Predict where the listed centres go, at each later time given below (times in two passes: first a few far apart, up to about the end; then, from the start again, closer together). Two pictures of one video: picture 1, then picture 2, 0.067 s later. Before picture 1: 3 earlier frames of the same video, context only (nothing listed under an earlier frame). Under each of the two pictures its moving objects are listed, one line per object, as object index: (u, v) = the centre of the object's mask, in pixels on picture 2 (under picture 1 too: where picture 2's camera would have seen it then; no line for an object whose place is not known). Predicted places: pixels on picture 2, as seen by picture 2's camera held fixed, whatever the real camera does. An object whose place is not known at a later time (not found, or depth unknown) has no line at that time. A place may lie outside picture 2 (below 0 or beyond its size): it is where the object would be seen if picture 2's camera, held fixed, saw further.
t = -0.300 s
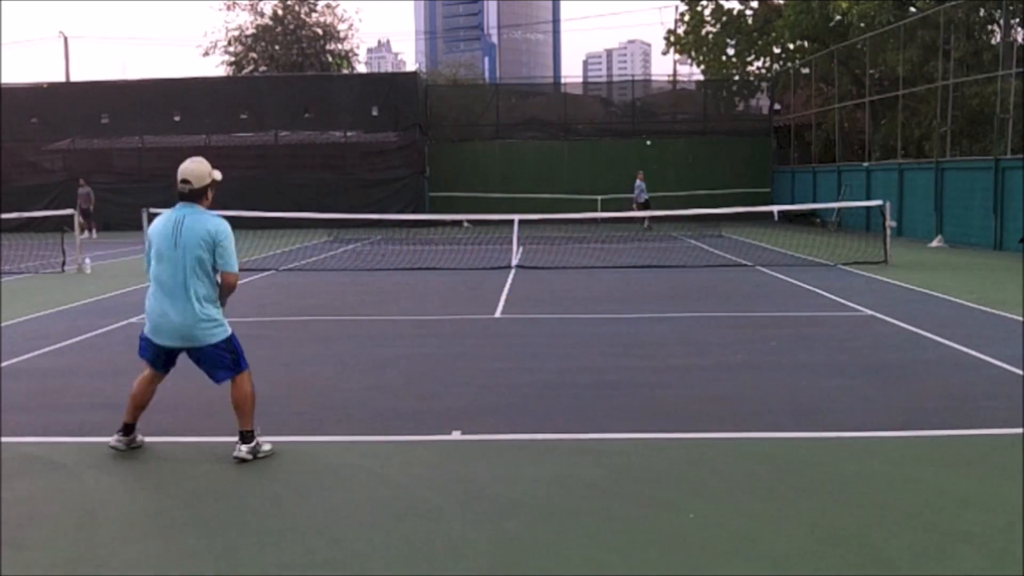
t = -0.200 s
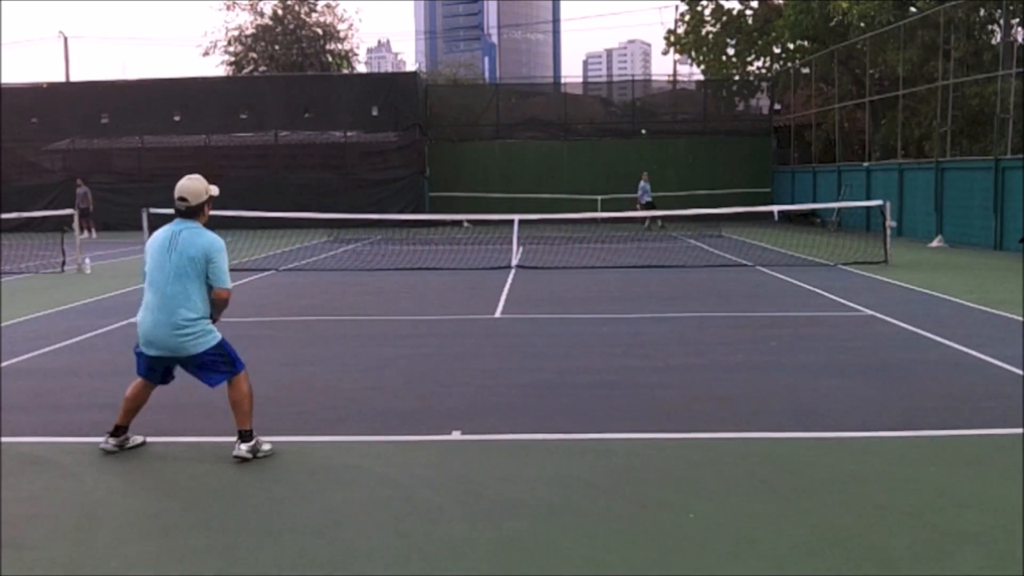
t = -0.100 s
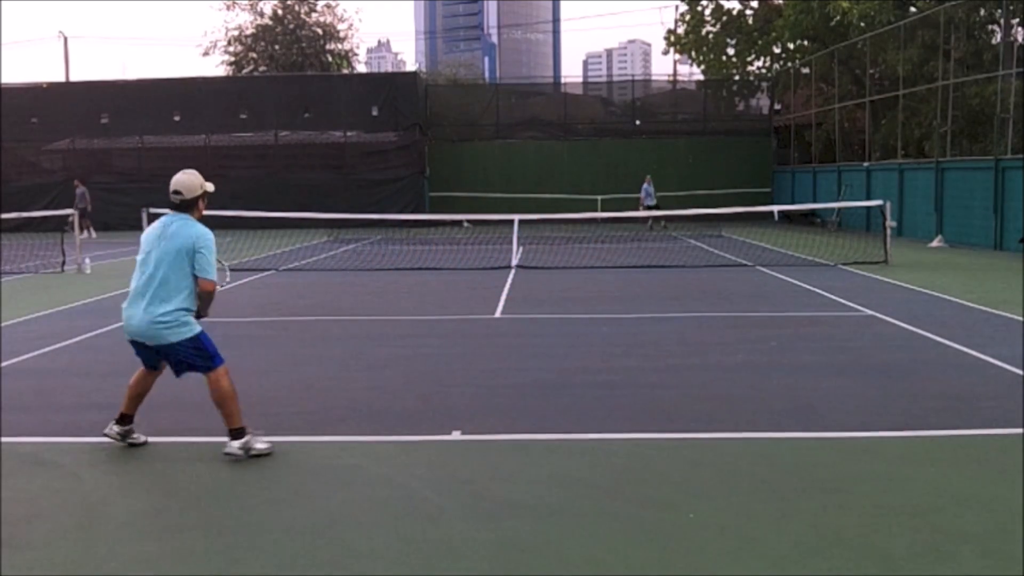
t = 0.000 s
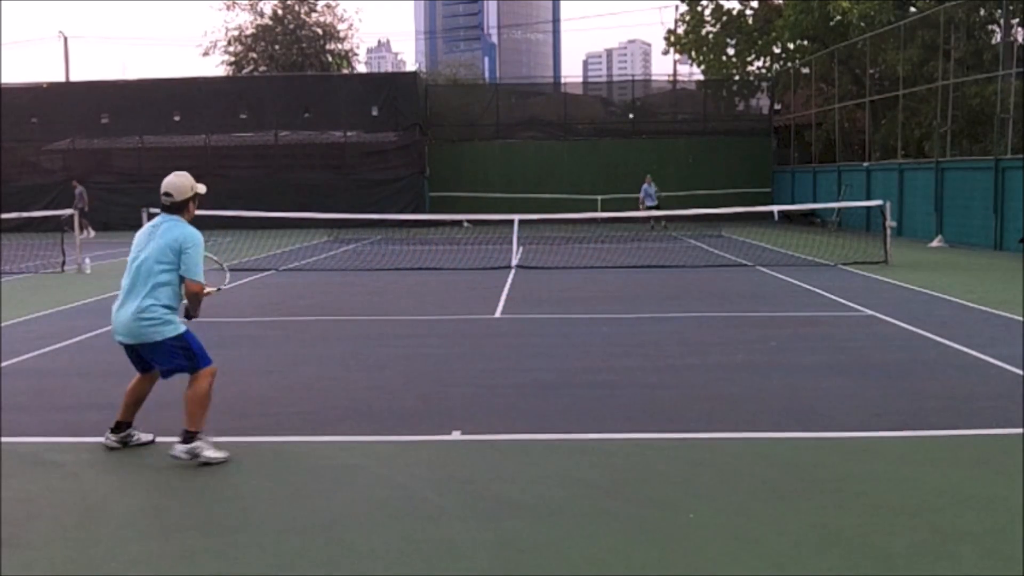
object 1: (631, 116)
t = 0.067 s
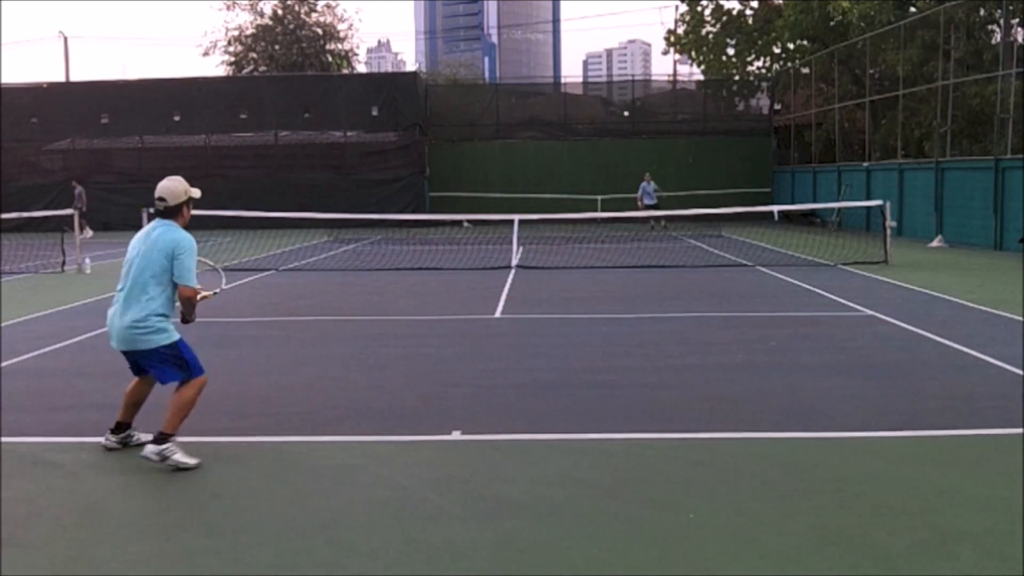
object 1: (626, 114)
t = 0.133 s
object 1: (620, 113)
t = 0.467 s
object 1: (583, 146)
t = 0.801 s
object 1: (516, 296)
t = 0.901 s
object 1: (489, 341)
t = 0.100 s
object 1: (623, 113)
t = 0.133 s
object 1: (620, 113)
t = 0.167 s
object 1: (617, 113)
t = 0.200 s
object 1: (614, 114)
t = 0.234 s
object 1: (611, 116)
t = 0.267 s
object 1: (607, 118)
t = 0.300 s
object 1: (604, 121)
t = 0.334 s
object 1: (600, 124)
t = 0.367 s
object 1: (596, 128)
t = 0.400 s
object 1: (592, 133)
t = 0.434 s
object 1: (588, 139)
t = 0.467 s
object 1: (583, 146)
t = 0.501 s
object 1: (578, 154)
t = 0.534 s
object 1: (572, 164)
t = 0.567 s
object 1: (567, 174)
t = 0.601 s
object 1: (561, 186)
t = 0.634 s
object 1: (555, 200)
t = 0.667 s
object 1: (548, 214)
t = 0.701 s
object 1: (541, 231)
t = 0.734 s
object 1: (533, 251)
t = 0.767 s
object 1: (525, 272)
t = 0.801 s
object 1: (516, 296)
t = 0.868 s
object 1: (496, 351)
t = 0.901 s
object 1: (489, 341)
